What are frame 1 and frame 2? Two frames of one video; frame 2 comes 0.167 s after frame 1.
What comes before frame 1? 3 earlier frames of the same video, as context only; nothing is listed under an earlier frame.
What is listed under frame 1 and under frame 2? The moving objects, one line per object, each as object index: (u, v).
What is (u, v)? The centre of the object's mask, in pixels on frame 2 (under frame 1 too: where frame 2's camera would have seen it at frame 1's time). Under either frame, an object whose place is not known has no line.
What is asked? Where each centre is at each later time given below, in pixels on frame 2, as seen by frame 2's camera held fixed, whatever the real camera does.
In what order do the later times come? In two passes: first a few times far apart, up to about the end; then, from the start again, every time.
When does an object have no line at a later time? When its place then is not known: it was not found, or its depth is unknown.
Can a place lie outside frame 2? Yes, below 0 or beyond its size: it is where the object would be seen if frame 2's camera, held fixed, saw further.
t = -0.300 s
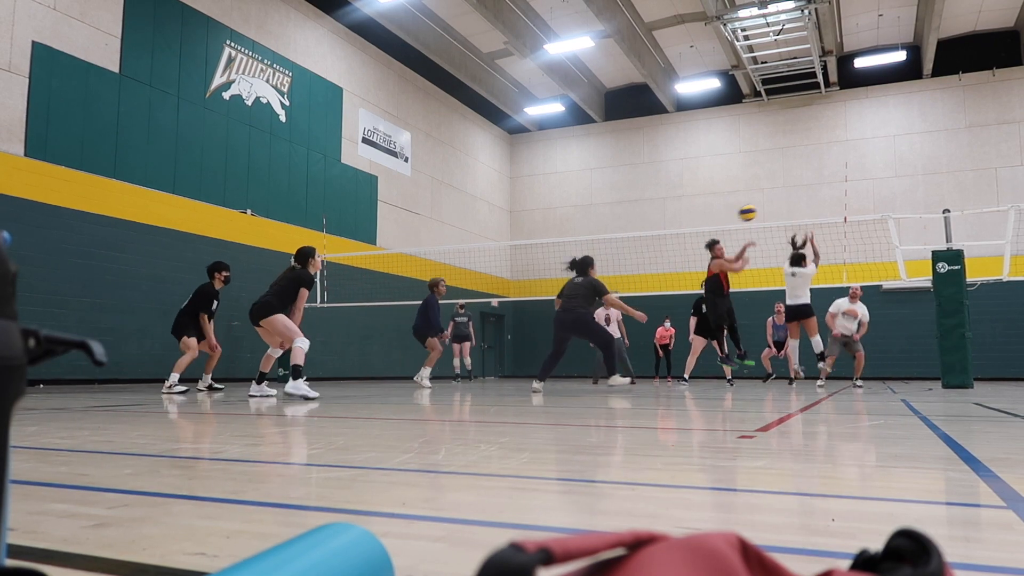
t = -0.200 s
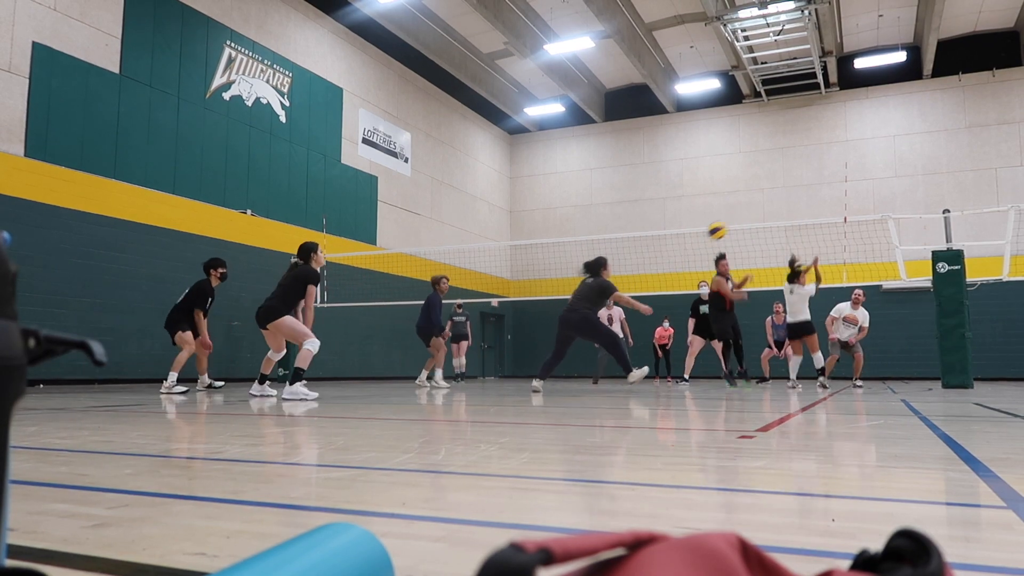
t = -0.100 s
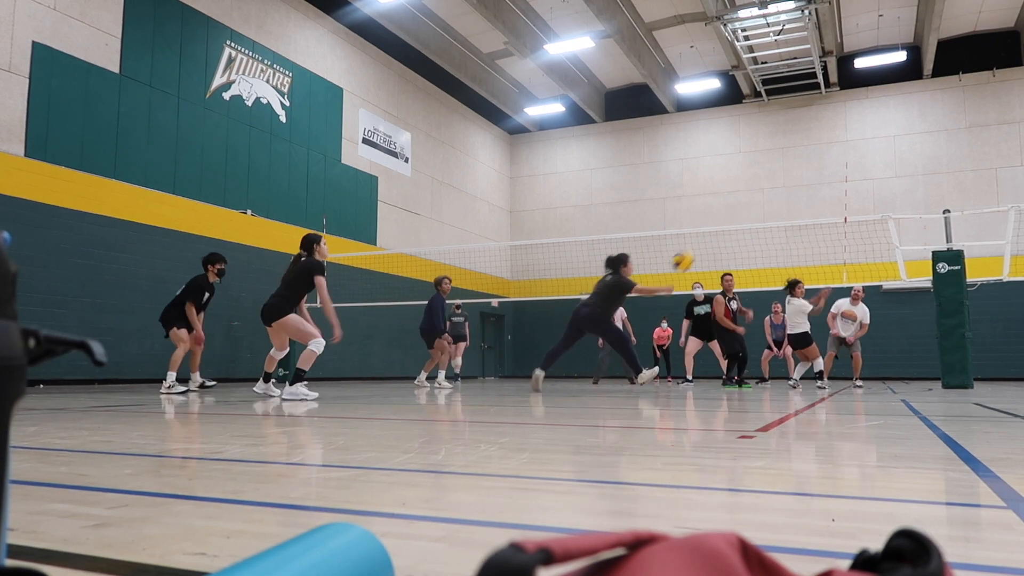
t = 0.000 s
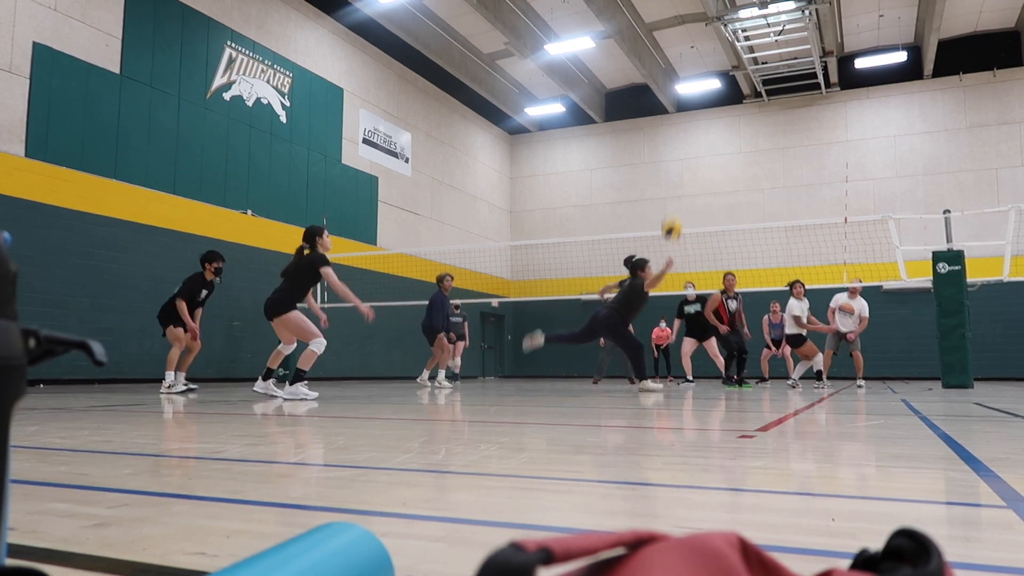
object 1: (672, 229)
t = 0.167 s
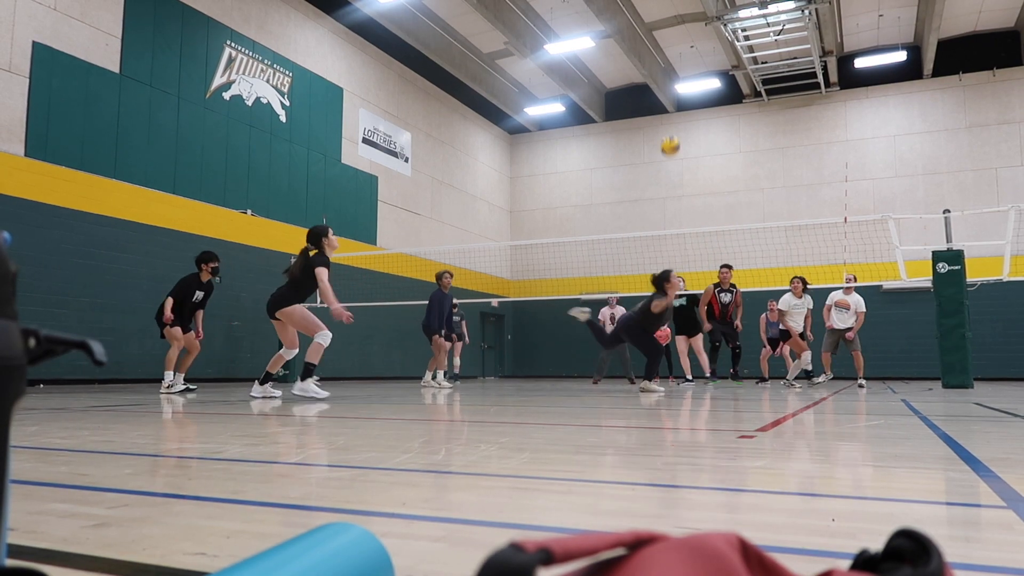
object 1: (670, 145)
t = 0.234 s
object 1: (670, 122)
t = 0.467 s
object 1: (669, 76)
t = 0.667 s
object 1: (668, 73)
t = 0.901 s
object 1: (668, 109)
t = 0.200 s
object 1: (670, 133)
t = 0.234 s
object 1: (670, 122)
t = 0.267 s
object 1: (670, 112)
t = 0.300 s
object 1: (670, 104)
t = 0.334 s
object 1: (670, 97)
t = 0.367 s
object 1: (669, 89)
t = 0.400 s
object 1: (668, 84)
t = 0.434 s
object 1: (669, 79)
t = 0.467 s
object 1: (669, 76)
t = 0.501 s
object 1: (669, 73)
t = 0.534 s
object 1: (669, 71)
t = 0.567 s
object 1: (669, 71)
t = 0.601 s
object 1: (669, 71)
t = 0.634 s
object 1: (669, 72)
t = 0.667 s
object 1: (668, 73)
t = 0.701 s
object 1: (669, 76)
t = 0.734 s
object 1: (668, 80)
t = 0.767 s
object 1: (668, 84)
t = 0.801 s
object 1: (668, 89)
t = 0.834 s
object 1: (669, 95)
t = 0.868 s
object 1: (669, 102)
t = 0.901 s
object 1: (668, 109)
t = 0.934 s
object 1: (669, 116)
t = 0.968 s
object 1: (669, 124)
